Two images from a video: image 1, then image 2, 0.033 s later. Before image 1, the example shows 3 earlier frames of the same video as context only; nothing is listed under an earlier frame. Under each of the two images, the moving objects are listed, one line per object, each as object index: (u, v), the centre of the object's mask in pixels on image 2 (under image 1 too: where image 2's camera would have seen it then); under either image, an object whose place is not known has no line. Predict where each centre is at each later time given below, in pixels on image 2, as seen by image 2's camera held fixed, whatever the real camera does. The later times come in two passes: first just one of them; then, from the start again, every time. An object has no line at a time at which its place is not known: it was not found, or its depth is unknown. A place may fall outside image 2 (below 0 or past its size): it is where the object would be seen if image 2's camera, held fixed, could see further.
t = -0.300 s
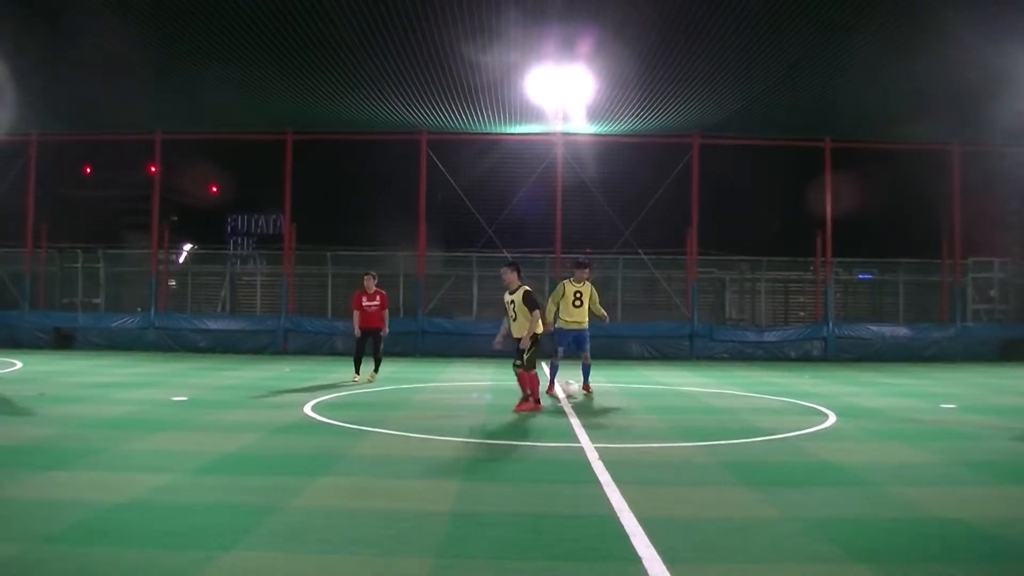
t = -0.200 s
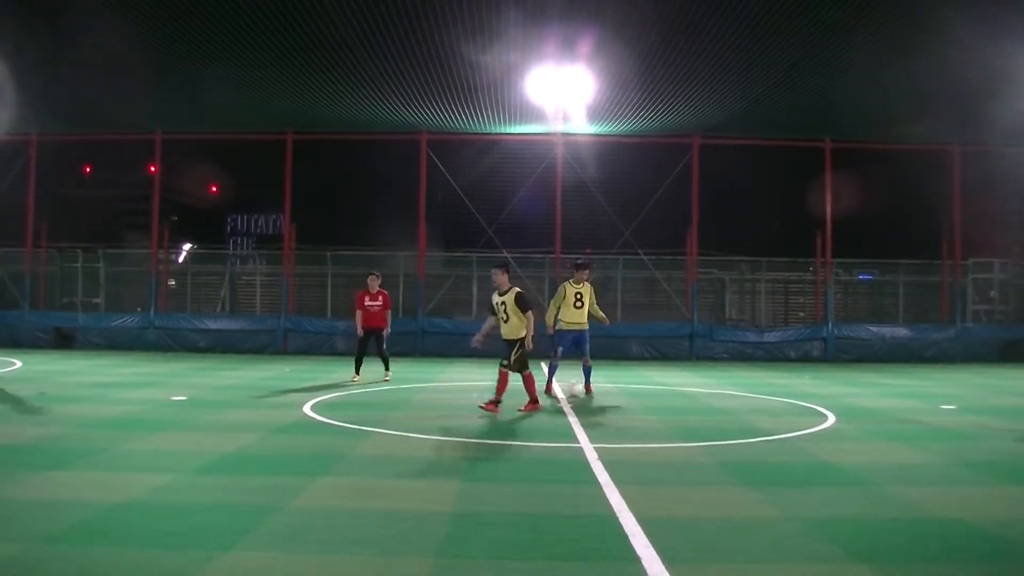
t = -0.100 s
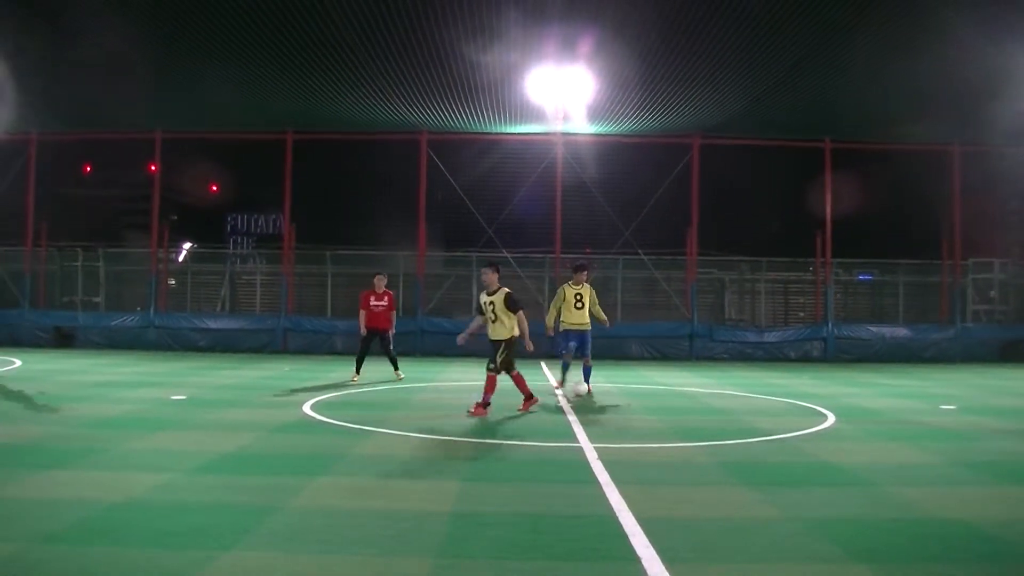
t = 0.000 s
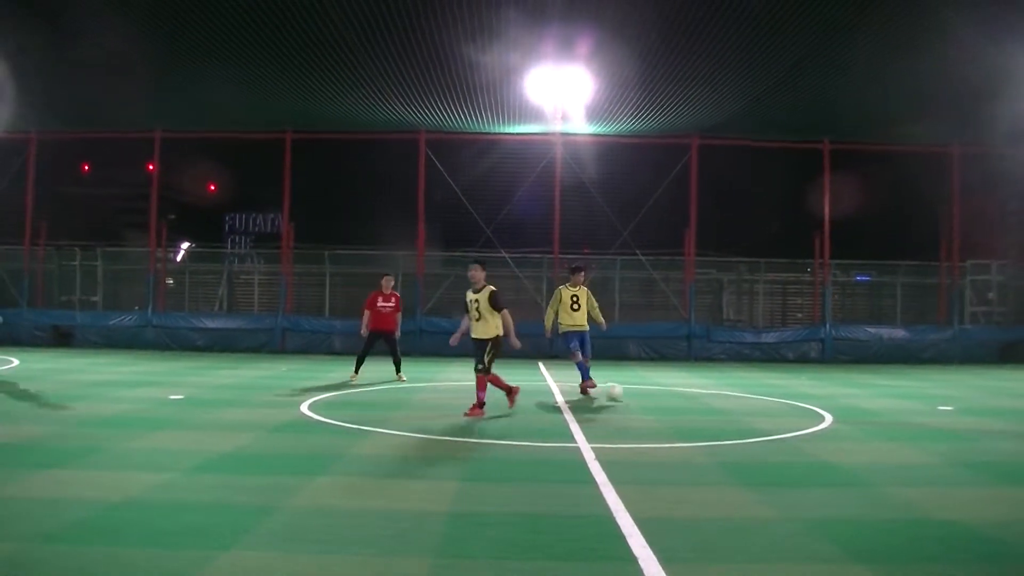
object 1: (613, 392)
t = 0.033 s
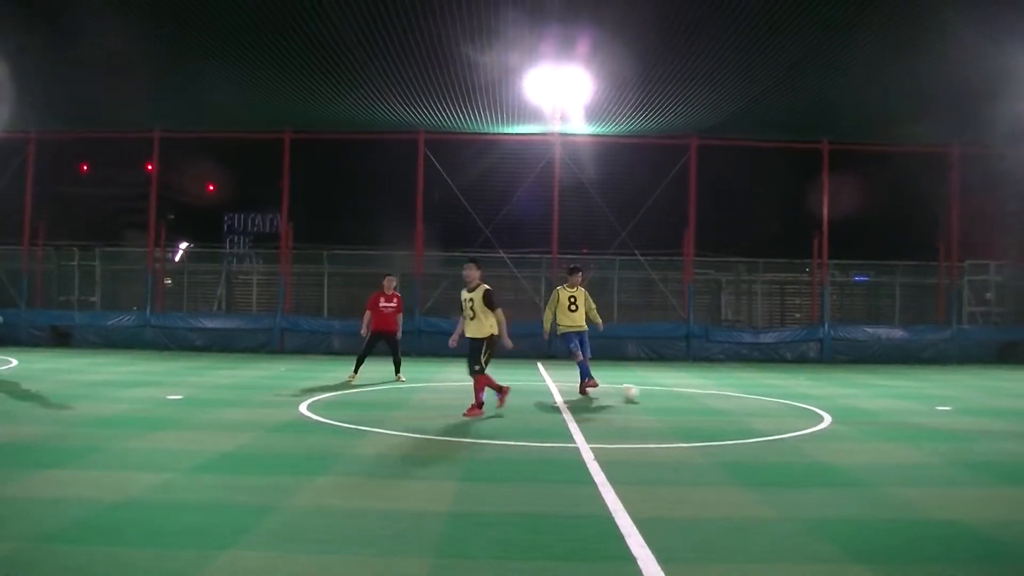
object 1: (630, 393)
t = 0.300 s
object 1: (764, 403)
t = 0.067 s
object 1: (648, 395)
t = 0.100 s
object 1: (664, 396)
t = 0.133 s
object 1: (680, 397)
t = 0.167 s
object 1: (699, 399)
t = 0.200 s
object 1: (716, 400)
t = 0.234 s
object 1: (731, 401)
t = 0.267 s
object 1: (748, 402)
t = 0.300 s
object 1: (764, 403)
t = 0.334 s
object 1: (781, 404)
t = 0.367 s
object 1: (796, 405)
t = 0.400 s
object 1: (811, 405)
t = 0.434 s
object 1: (827, 406)
